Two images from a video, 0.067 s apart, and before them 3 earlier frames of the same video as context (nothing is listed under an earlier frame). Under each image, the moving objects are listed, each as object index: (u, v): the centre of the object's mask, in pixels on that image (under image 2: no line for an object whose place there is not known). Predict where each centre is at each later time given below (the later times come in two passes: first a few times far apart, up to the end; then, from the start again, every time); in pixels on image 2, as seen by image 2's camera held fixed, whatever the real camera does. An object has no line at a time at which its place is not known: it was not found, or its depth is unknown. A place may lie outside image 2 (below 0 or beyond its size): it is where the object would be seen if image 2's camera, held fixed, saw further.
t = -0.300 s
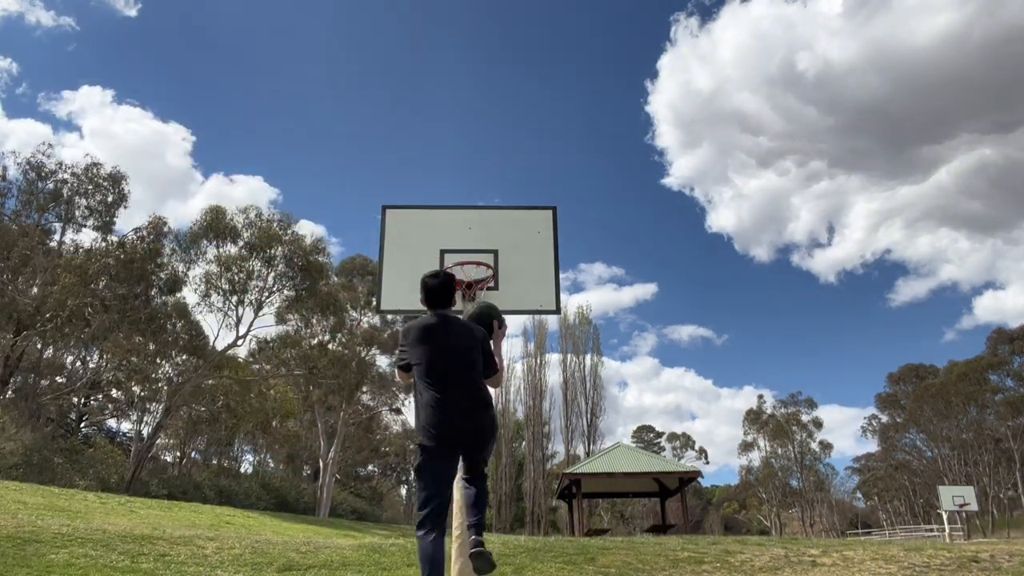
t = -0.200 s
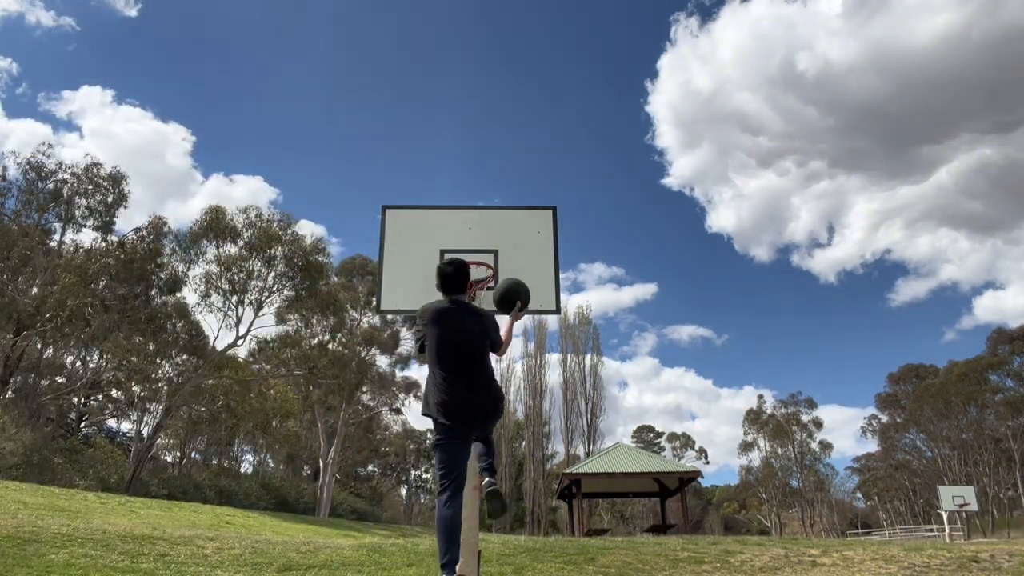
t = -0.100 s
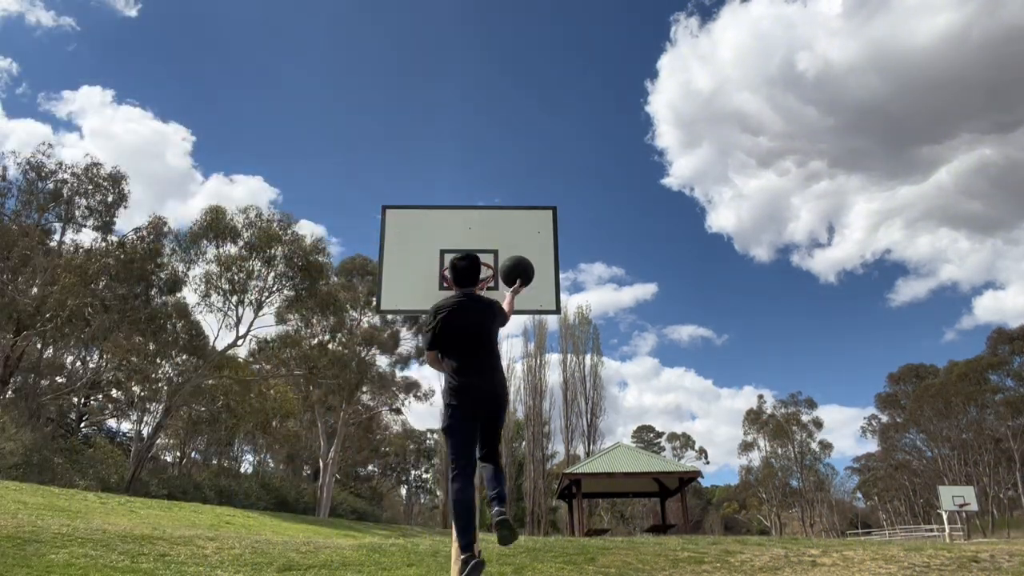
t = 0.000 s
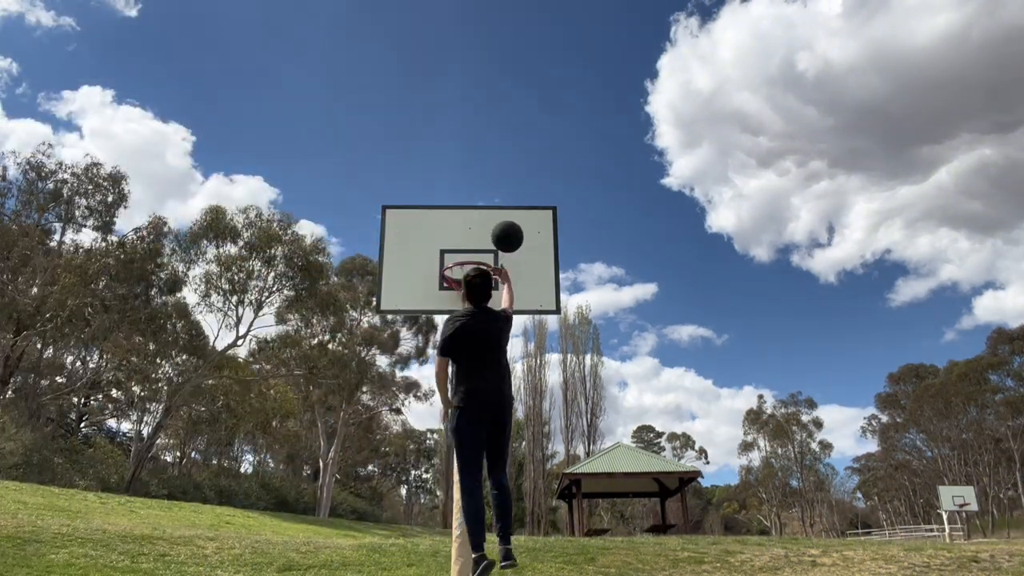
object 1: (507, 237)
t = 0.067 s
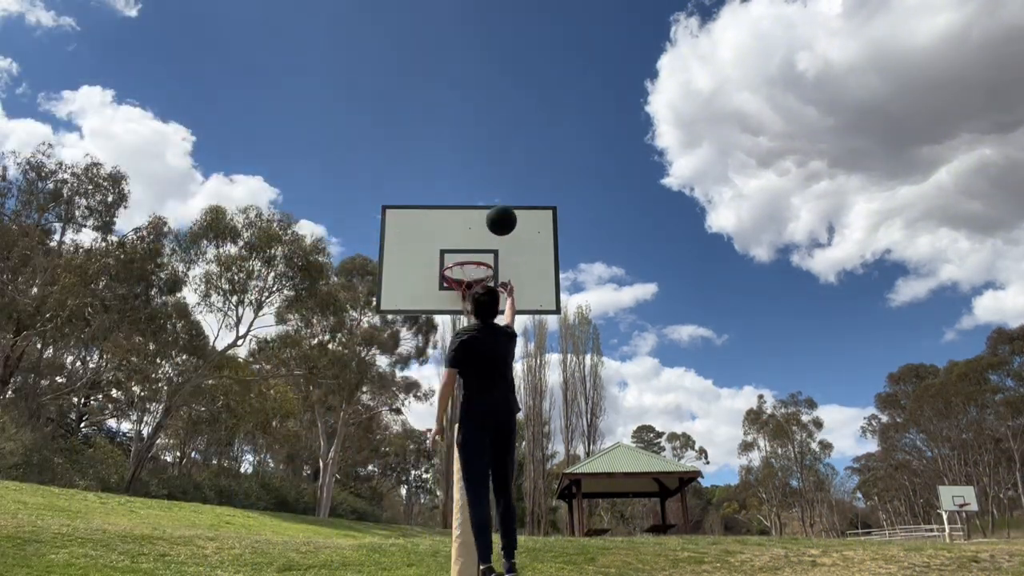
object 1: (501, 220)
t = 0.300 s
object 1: (484, 208)
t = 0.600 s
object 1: (463, 263)
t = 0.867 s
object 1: (478, 292)
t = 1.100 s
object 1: (476, 316)
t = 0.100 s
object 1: (499, 215)
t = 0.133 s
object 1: (496, 211)
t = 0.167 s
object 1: (494, 207)
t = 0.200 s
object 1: (491, 205)
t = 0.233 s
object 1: (489, 205)
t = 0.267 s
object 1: (486, 206)
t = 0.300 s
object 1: (484, 208)
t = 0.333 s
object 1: (482, 210)
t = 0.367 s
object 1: (479, 213)
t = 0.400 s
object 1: (477, 218)
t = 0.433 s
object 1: (475, 223)
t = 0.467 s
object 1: (473, 229)
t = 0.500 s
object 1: (471, 237)
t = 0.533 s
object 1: (469, 245)
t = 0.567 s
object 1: (466, 252)
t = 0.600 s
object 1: (463, 263)
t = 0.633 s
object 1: (462, 276)
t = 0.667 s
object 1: (464, 277)
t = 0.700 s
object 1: (468, 280)
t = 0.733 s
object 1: (474, 286)
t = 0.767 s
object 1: (476, 289)
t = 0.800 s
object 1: (478, 290)
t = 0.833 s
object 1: (478, 290)
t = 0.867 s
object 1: (478, 292)
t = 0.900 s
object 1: (478, 292)
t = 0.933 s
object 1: (478, 294)
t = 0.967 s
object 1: (478, 297)
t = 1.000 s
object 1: (478, 300)
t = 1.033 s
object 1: (479, 306)
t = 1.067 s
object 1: (478, 311)
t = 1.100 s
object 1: (476, 316)
